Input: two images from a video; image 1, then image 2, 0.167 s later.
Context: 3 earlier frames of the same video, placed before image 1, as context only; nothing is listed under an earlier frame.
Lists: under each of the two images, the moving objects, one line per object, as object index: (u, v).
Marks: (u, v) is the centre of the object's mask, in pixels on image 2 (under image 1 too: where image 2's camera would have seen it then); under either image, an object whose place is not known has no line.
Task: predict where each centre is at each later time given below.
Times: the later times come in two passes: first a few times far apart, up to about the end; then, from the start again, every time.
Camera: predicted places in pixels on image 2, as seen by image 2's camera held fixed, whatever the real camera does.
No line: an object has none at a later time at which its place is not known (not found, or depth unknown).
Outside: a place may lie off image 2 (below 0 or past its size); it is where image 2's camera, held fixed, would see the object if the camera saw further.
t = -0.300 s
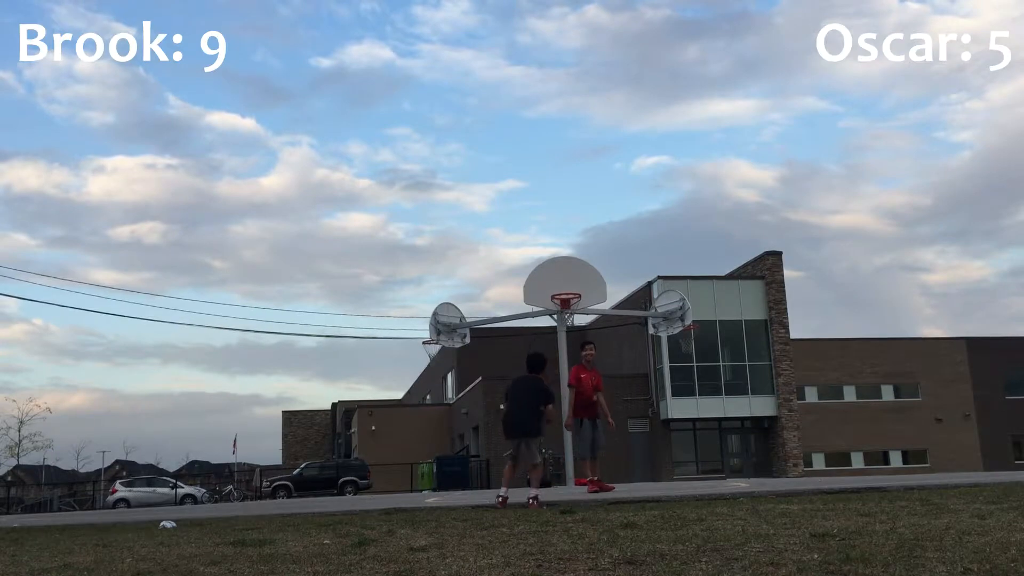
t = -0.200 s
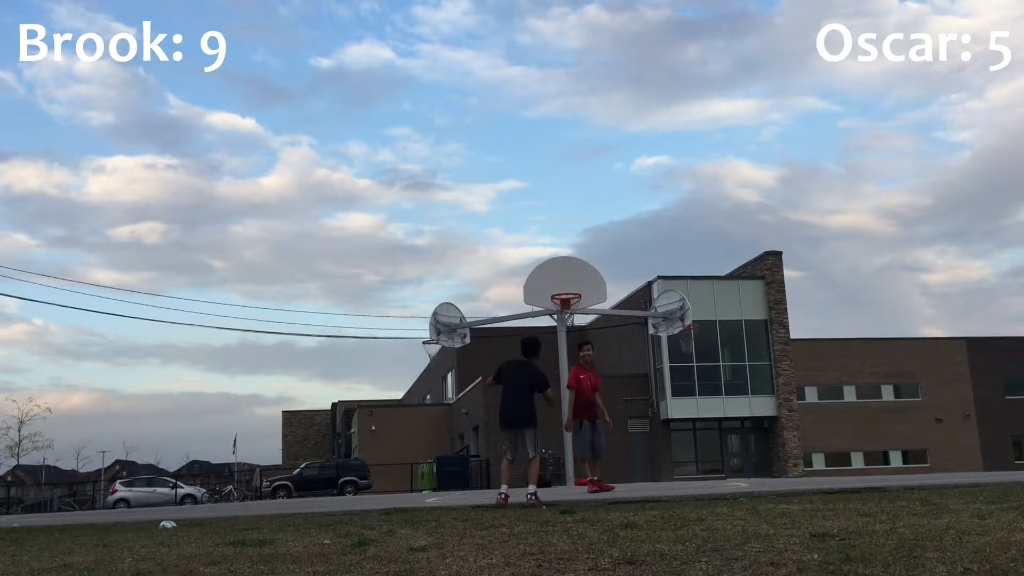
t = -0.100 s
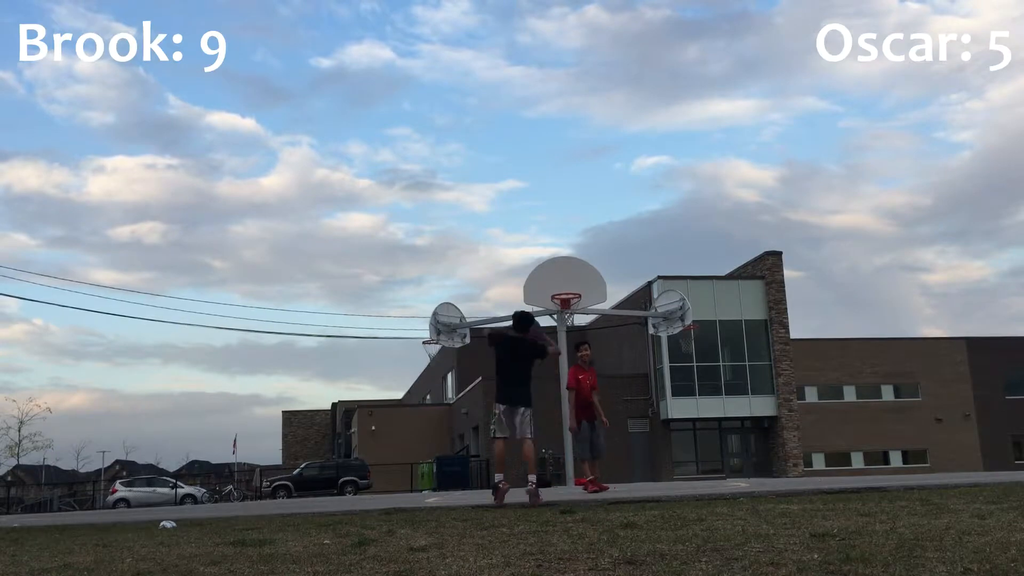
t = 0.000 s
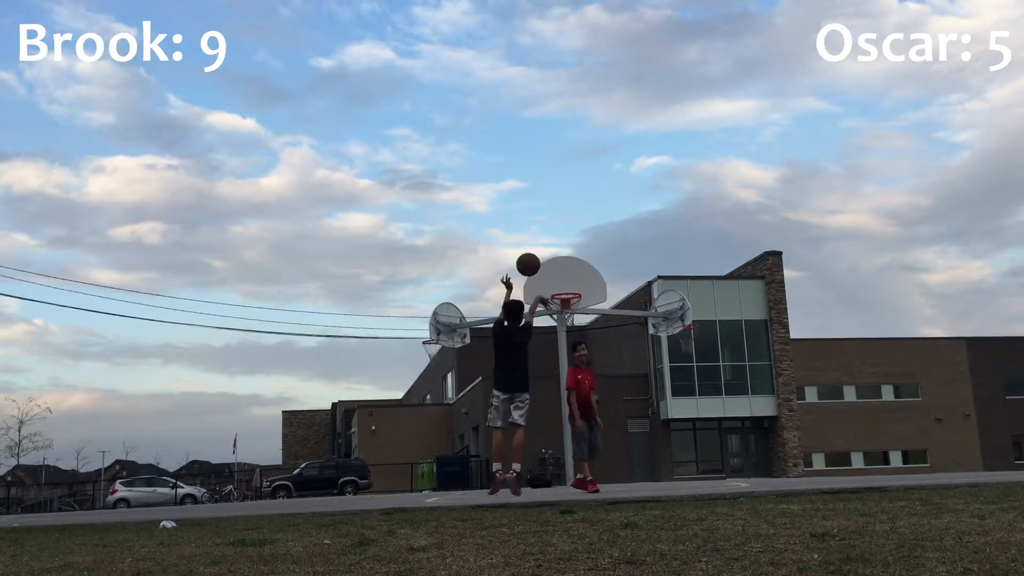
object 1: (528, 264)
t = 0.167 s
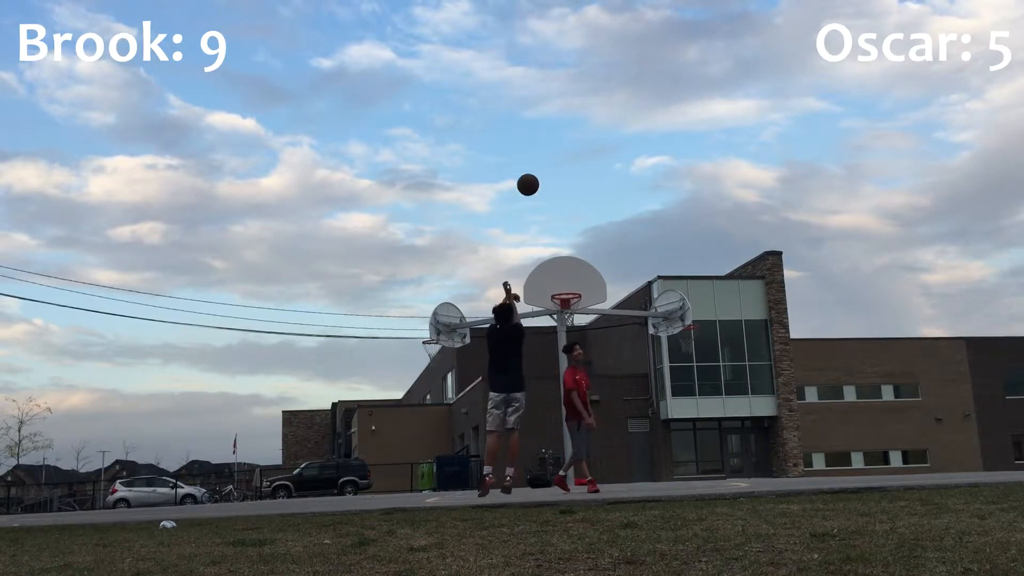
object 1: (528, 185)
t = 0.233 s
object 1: (528, 163)
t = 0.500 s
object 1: (530, 119)
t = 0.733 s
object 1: (532, 128)
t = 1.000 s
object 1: (537, 178)
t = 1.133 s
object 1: (540, 216)
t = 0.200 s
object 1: (528, 173)
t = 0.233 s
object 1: (528, 163)
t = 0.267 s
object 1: (528, 154)
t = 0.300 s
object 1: (528, 146)
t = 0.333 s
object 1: (528, 139)
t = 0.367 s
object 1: (529, 133)
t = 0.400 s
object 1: (529, 128)
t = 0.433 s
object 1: (529, 124)
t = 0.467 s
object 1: (529, 121)
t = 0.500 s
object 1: (530, 119)
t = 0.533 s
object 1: (530, 118)
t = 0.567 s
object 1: (530, 117)
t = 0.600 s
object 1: (531, 118)
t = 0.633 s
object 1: (531, 119)
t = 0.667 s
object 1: (532, 121)
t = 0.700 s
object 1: (532, 124)
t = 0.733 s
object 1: (532, 128)
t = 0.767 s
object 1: (533, 132)
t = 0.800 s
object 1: (533, 136)
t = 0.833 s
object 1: (534, 142)
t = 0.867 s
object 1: (535, 148)
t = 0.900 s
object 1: (535, 154)
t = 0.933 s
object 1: (536, 162)
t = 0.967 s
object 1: (536, 169)
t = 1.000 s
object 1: (537, 178)
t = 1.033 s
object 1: (538, 187)
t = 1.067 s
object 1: (539, 196)
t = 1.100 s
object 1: (539, 206)
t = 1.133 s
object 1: (540, 216)
